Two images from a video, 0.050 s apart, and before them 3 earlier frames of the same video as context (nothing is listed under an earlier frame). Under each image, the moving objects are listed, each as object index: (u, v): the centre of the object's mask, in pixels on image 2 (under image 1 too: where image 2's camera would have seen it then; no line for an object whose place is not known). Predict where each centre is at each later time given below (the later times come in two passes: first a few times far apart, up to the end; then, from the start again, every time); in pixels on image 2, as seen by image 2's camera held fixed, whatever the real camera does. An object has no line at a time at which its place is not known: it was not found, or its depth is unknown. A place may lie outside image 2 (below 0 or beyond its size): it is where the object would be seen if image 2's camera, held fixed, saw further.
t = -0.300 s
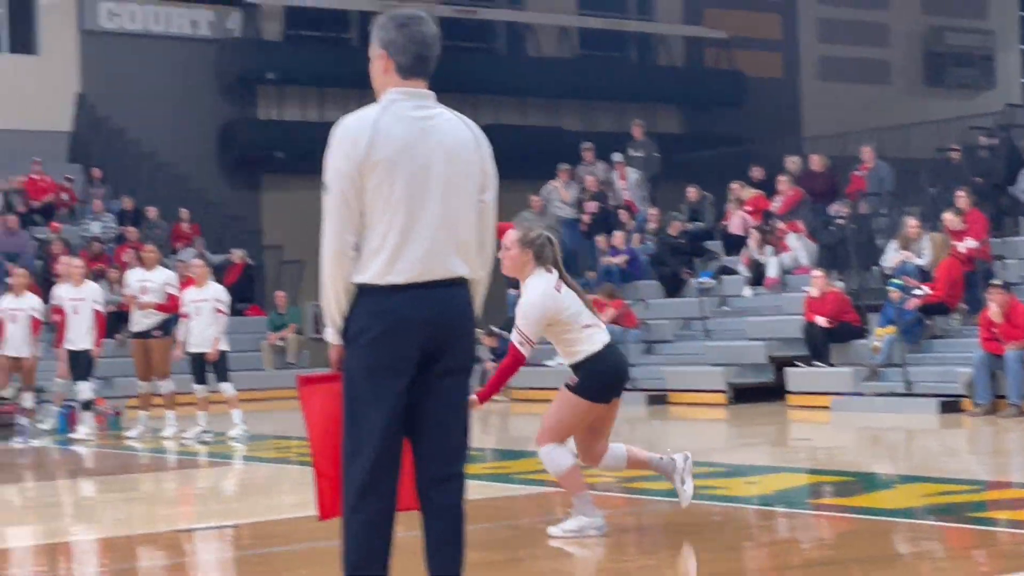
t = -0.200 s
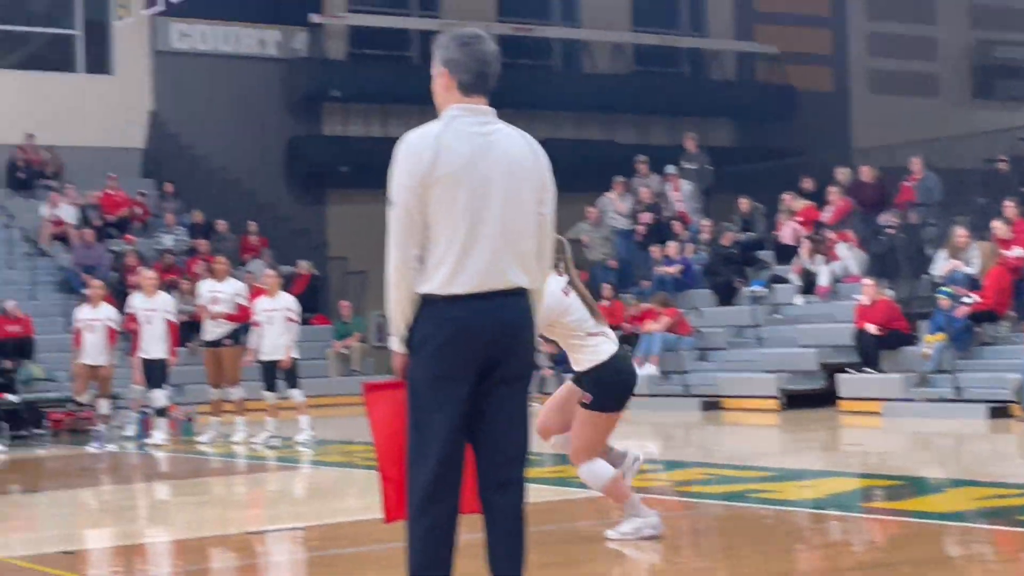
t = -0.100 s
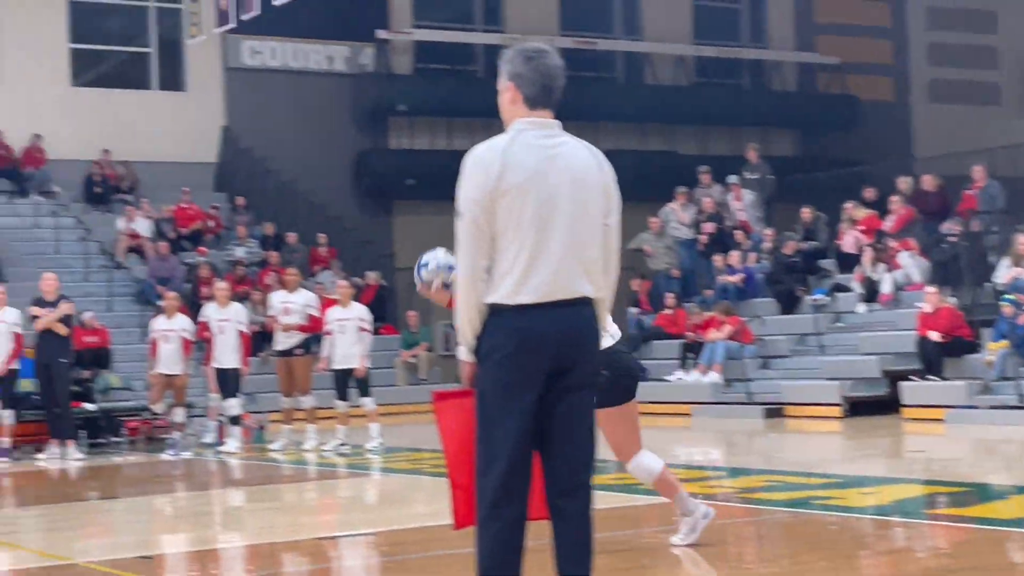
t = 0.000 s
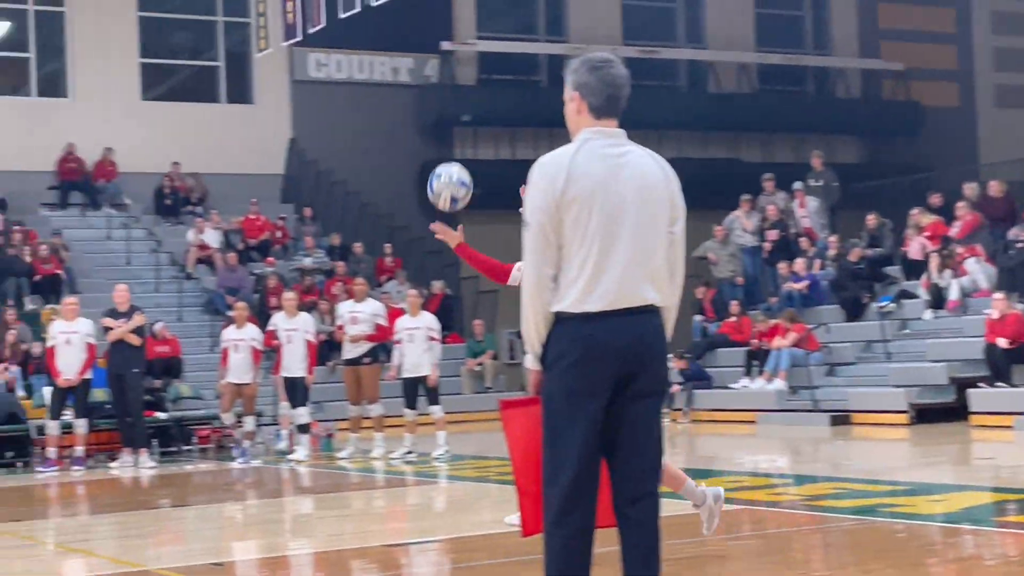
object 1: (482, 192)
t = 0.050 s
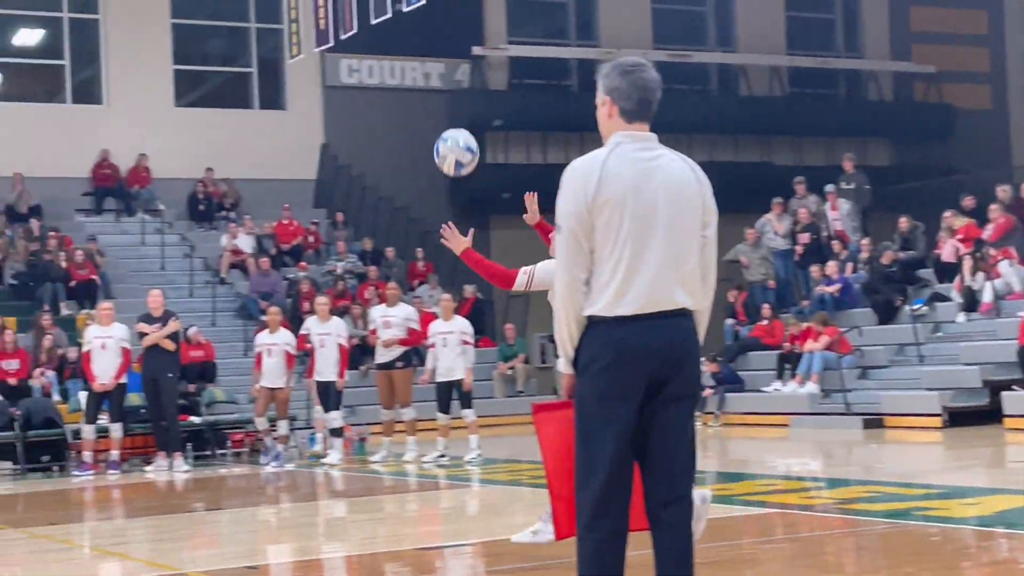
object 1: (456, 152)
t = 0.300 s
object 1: (338, 34)
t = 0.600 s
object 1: (202, 64)
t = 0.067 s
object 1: (448, 140)
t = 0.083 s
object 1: (440, 129)
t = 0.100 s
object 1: (432, 118)
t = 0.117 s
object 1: (424, 108)
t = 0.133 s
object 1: (416, 99)
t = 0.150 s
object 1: (408, 89)
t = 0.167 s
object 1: (400, 81)
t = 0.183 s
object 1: (392, 73)
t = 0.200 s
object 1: (385, 66)
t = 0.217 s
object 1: (377, 60)
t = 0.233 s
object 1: (369, 53)
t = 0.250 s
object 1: (361, 48)
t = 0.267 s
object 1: (354, 43)
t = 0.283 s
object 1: (346, 38)
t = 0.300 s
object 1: (338, 34)
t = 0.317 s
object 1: (330, 31)
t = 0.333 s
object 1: (323, 29)
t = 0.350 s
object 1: (315, 27)
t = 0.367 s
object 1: (307, 25)
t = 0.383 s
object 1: (300, 24)
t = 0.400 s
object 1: (292, 23)
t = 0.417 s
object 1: (284, 24)
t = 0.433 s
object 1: (276, 24)
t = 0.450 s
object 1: (269, 26)
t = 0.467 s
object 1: (261, 28)
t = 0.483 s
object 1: (253, 30)
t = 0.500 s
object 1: (246, 33)
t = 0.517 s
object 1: (238, 37)
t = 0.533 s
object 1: (232, 42)
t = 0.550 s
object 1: (225, 46)
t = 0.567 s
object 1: (217, 51)
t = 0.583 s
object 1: (210, 58)
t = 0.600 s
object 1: (202, 64)
